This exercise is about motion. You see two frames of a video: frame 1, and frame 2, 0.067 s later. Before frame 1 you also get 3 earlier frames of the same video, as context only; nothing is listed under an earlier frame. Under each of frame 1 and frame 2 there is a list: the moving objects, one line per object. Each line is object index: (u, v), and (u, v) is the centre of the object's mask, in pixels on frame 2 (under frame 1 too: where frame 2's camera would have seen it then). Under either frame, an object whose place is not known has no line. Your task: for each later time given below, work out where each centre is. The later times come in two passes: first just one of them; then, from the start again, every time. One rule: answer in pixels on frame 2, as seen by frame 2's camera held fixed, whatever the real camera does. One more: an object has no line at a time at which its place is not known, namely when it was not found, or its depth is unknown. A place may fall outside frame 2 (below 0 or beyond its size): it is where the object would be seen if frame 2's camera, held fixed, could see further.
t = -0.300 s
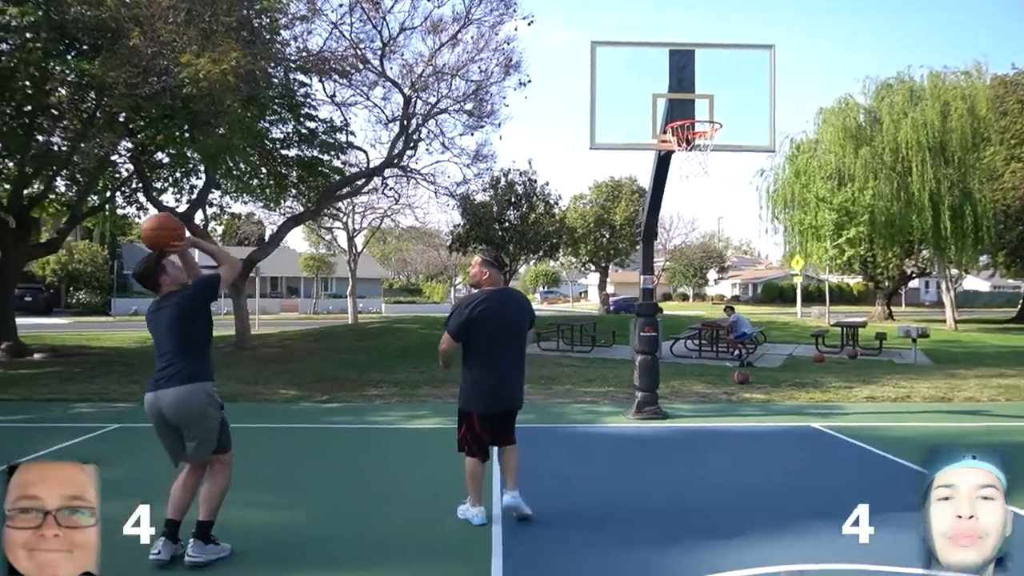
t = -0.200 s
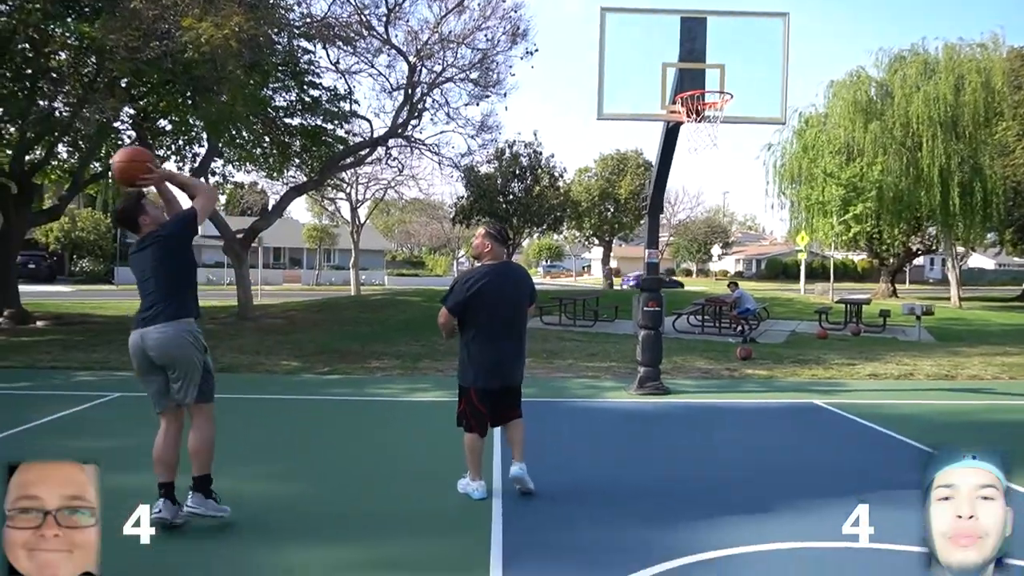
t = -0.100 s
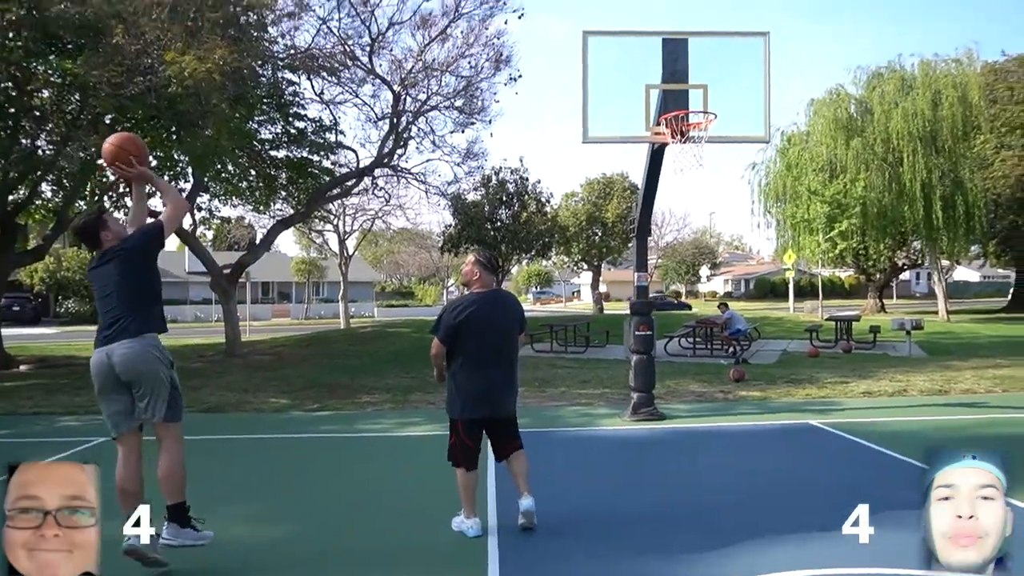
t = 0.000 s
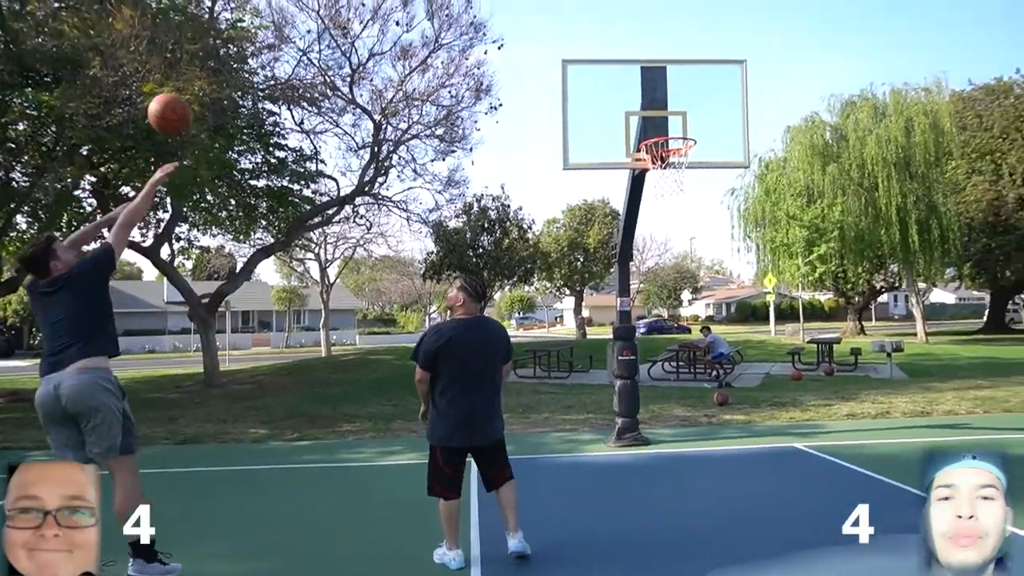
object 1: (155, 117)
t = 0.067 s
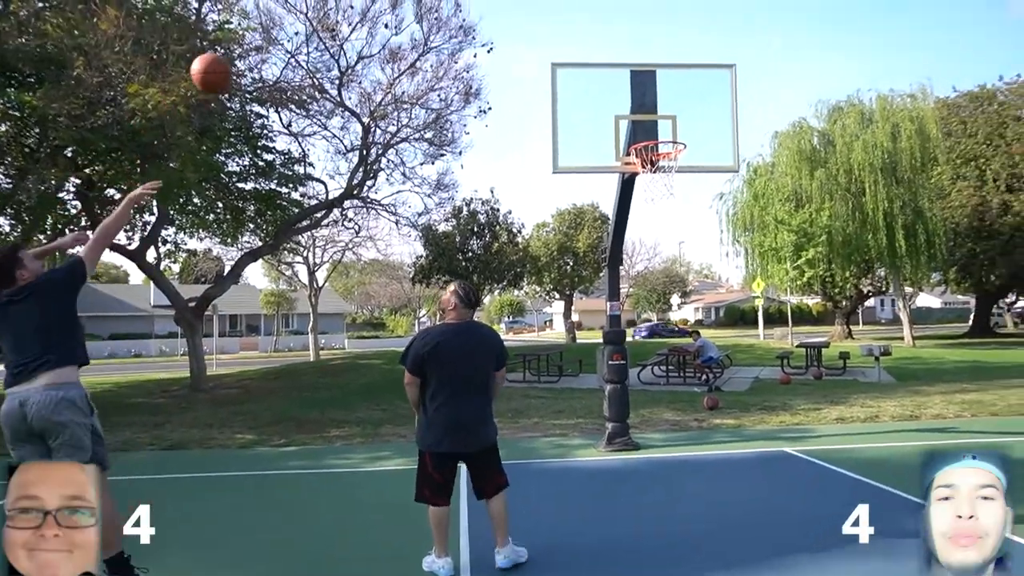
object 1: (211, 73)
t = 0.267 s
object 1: (357, 7)
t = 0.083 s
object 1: (225, 64)
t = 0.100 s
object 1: (239, 56)
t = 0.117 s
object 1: (252, 49)
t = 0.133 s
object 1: (265, 42)
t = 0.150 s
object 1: (278, 36)
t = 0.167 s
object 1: (289, 30)
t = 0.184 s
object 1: (300, 25)
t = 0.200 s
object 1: (310, 19)
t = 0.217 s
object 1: (321, 14)
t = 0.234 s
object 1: (333, 11)
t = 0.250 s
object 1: (345, 9)
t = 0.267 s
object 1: (357, 7)
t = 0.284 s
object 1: (370, 6)
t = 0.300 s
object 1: (381, 4)
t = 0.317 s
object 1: (392, 2)
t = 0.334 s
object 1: (402, 1)
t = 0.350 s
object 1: (411, 0)
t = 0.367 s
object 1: (421, 0)
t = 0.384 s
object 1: (431, 1)
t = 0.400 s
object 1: (440, 2)
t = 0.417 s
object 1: (450, 3)
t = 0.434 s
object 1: (460, 4)
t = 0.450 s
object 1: (469, 6)
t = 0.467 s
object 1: (478, 7)
